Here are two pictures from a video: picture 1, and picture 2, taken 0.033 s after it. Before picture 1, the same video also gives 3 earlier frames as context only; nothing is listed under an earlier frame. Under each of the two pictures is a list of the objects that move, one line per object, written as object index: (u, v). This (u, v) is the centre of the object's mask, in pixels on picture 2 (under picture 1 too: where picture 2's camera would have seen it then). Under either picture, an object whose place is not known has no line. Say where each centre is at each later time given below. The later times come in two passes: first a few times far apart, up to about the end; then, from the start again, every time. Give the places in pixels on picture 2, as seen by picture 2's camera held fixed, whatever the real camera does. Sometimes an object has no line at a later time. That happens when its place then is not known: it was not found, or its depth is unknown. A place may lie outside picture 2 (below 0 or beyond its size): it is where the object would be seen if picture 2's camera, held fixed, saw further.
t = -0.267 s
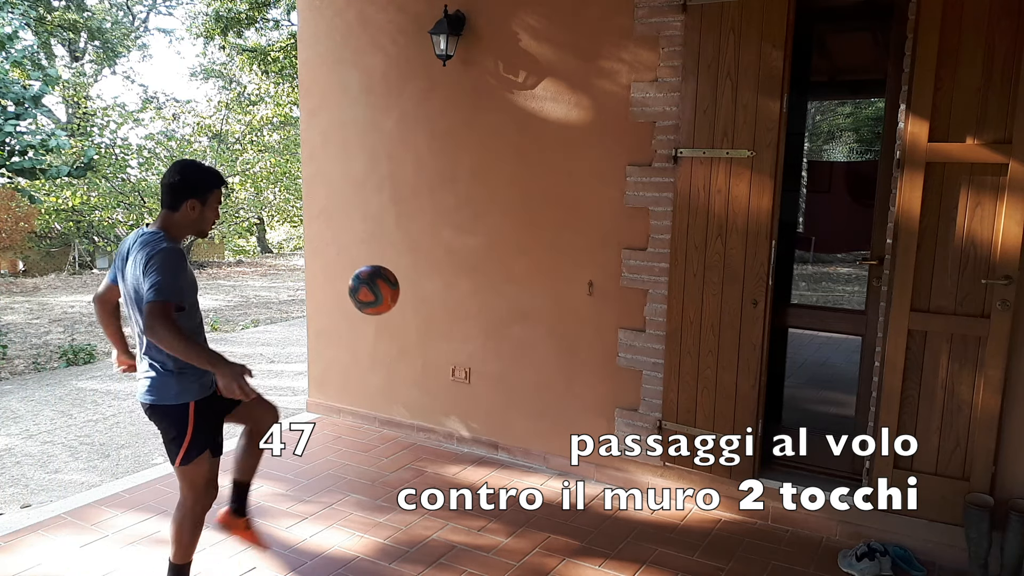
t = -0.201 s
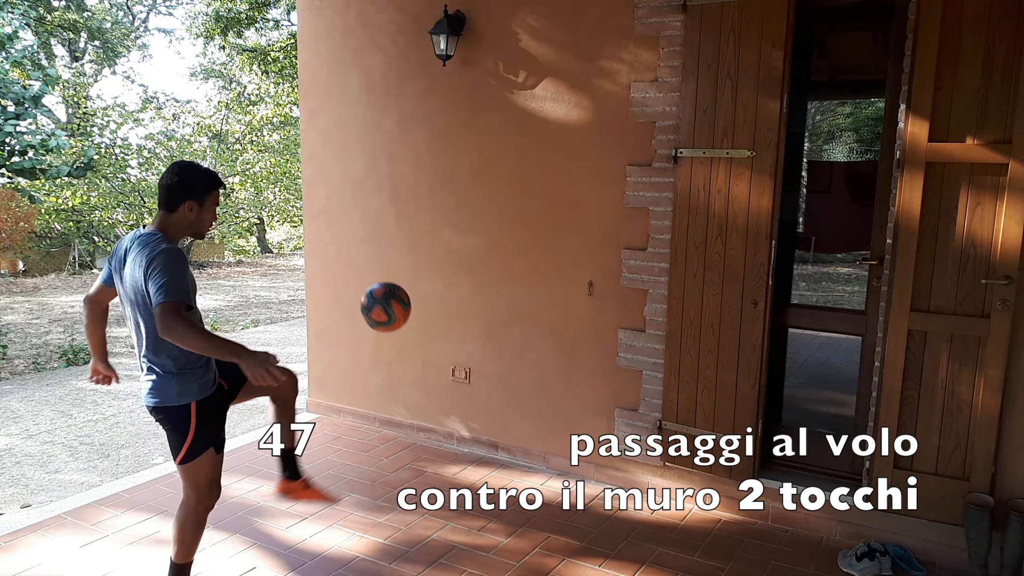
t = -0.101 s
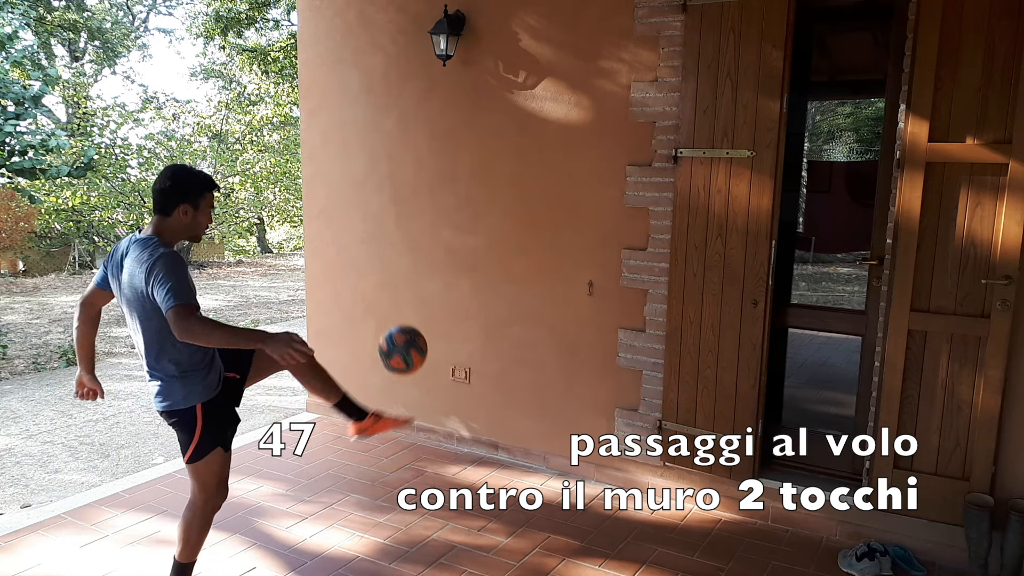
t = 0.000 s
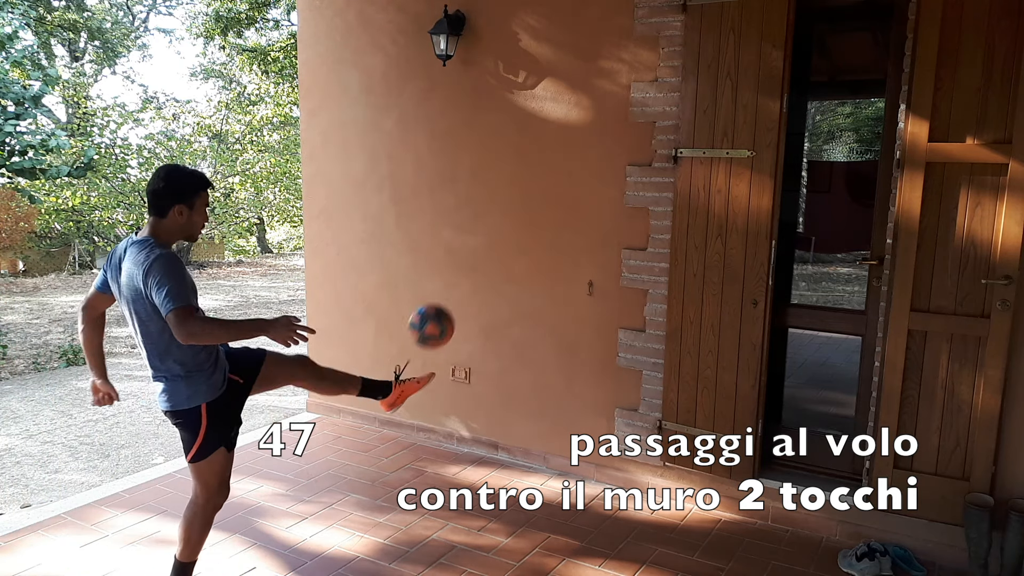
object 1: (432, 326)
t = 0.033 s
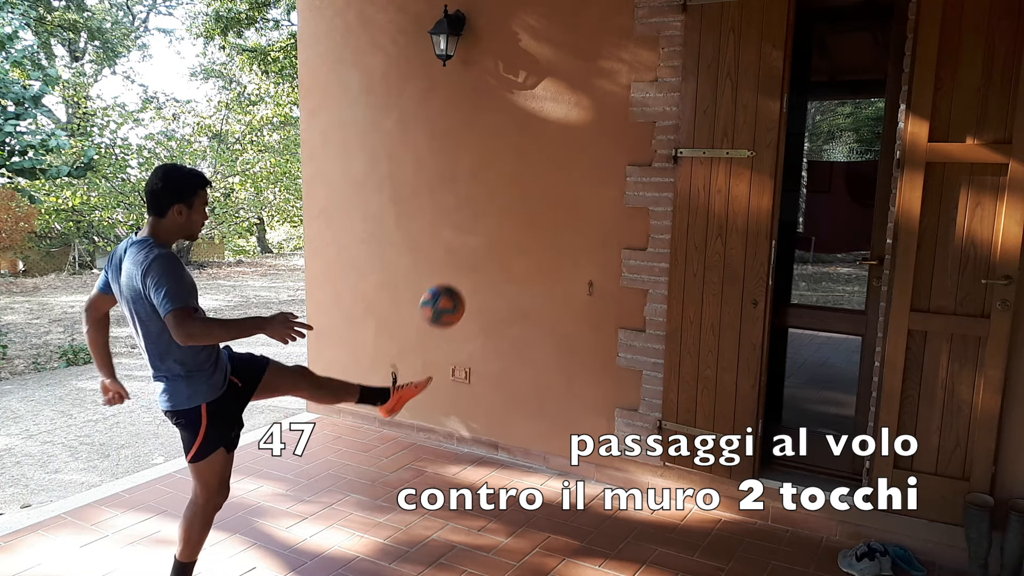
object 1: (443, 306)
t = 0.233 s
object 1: (499, 241)
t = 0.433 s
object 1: (438, 274)
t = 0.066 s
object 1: (453, 289)
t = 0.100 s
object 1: (464, 274)
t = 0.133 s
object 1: (473, 262)
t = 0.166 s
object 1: (482, 253)
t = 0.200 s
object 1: (491, 246)
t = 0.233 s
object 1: (499, 241)
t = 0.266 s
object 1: (491, 241)
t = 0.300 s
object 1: (481, 243)
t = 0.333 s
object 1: (471, 247)
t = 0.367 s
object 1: (460, 253)
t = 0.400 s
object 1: (449, 262)
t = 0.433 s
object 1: (438, 274)
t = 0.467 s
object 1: (426, 288)
